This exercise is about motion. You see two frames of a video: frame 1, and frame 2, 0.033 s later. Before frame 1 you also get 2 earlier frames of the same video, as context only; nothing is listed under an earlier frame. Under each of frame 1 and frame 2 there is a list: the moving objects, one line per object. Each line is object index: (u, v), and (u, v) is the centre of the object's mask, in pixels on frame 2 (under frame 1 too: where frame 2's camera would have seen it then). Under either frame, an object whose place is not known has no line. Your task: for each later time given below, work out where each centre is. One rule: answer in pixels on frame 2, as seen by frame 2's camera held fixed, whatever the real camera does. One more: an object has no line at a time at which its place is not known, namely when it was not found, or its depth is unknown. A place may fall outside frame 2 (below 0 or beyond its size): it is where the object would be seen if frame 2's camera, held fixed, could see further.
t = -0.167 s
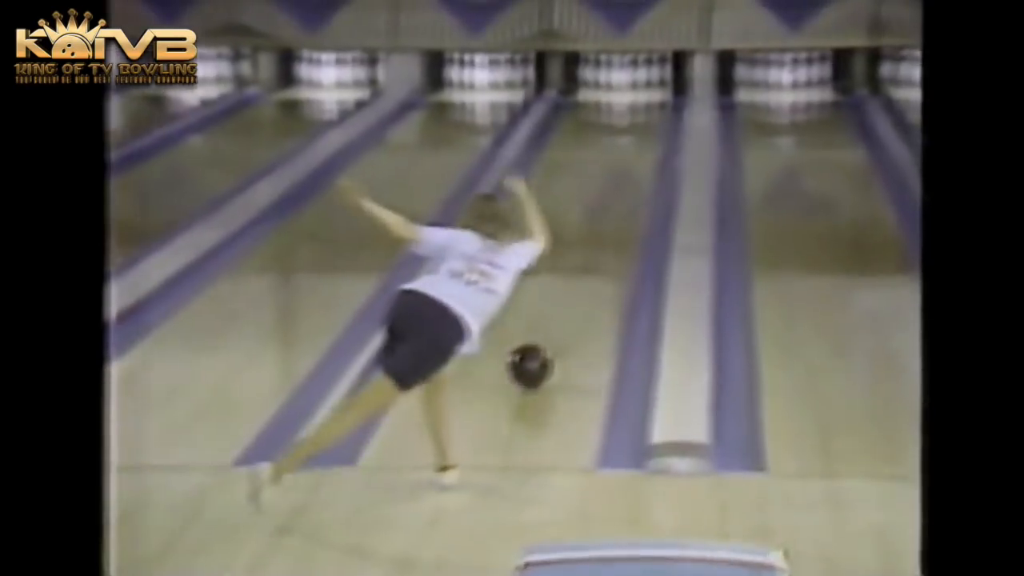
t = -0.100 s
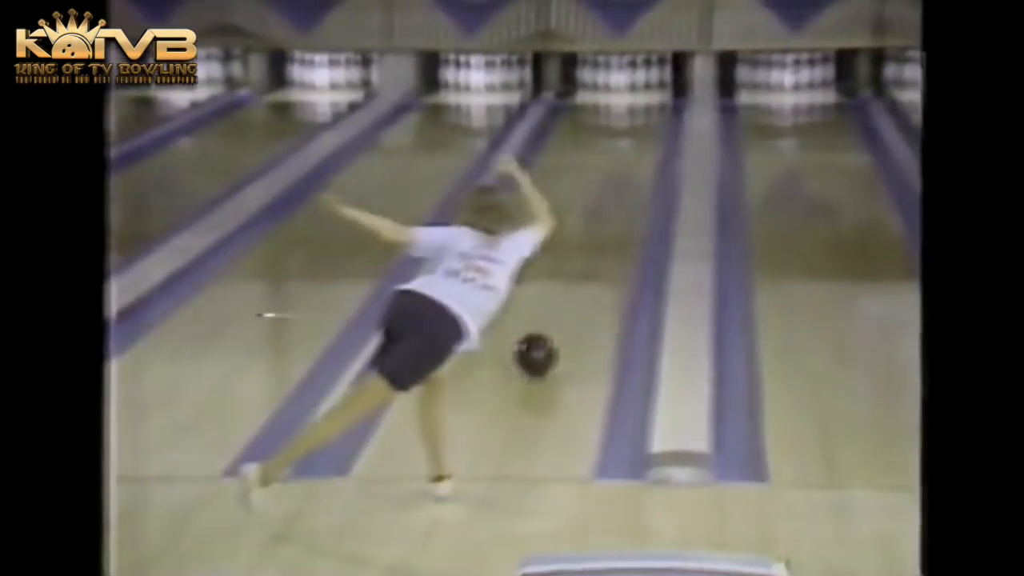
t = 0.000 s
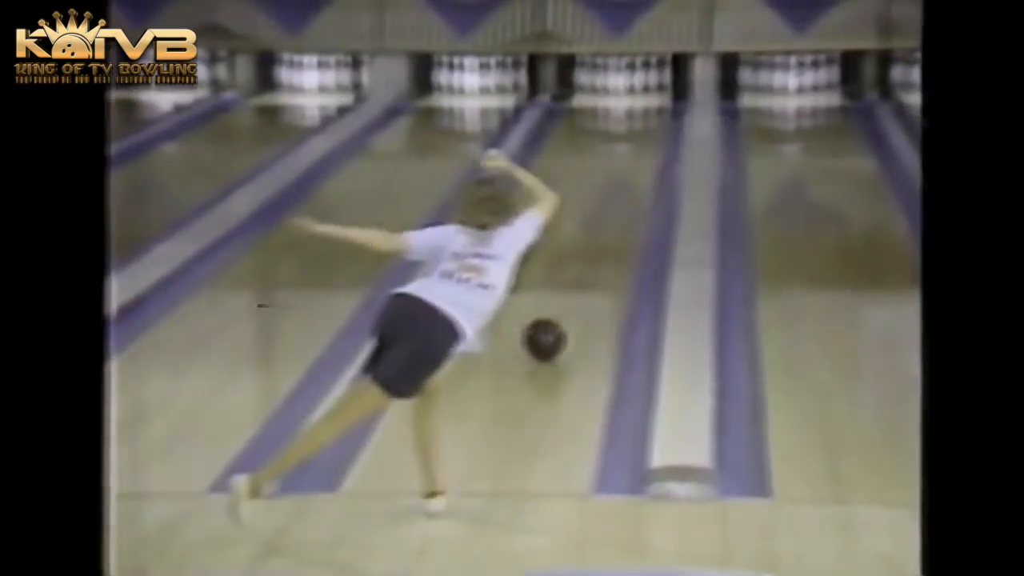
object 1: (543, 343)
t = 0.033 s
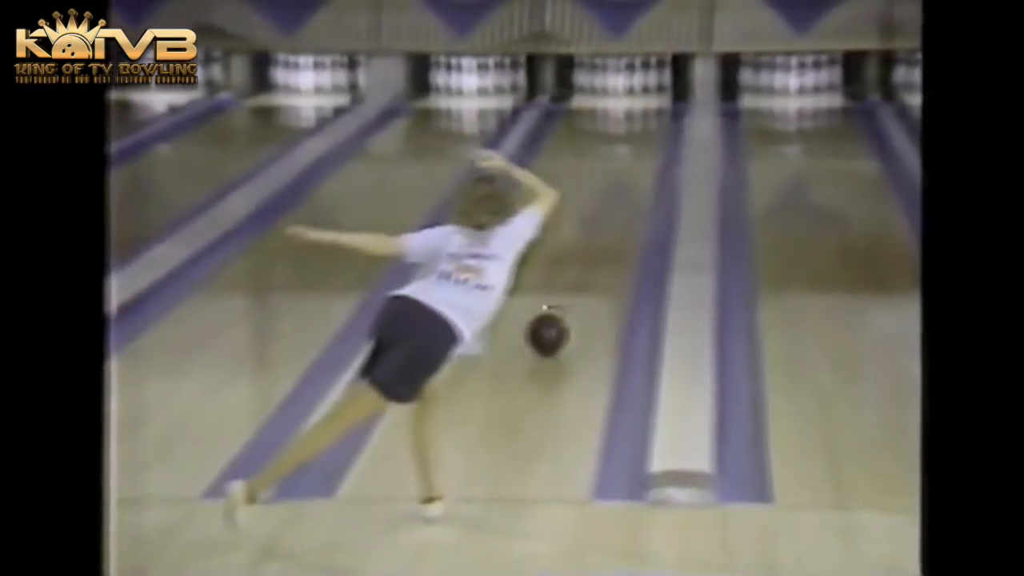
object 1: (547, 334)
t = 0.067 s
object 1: (551, 326)
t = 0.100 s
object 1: (555, 318)
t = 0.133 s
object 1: (559, 311)
